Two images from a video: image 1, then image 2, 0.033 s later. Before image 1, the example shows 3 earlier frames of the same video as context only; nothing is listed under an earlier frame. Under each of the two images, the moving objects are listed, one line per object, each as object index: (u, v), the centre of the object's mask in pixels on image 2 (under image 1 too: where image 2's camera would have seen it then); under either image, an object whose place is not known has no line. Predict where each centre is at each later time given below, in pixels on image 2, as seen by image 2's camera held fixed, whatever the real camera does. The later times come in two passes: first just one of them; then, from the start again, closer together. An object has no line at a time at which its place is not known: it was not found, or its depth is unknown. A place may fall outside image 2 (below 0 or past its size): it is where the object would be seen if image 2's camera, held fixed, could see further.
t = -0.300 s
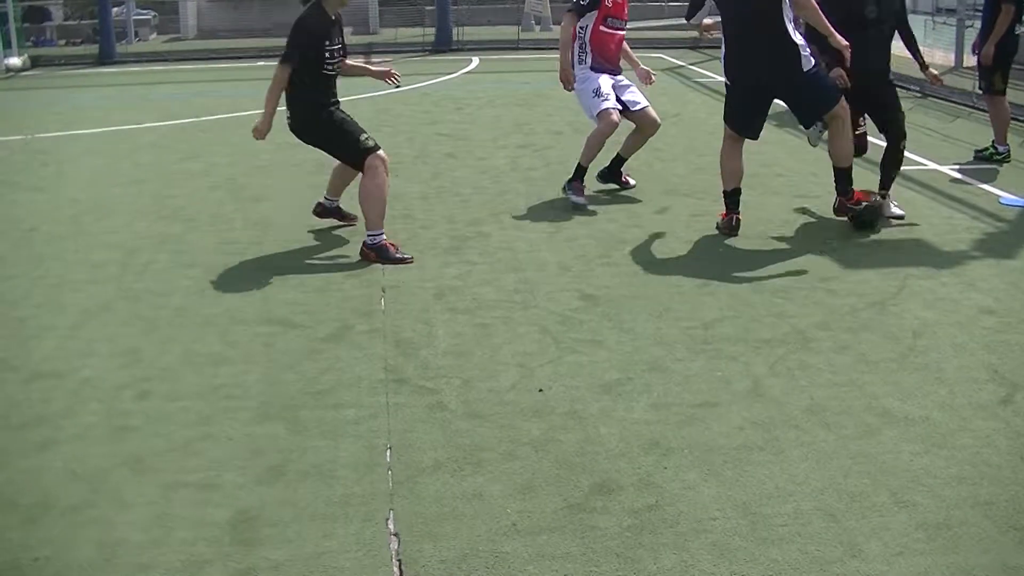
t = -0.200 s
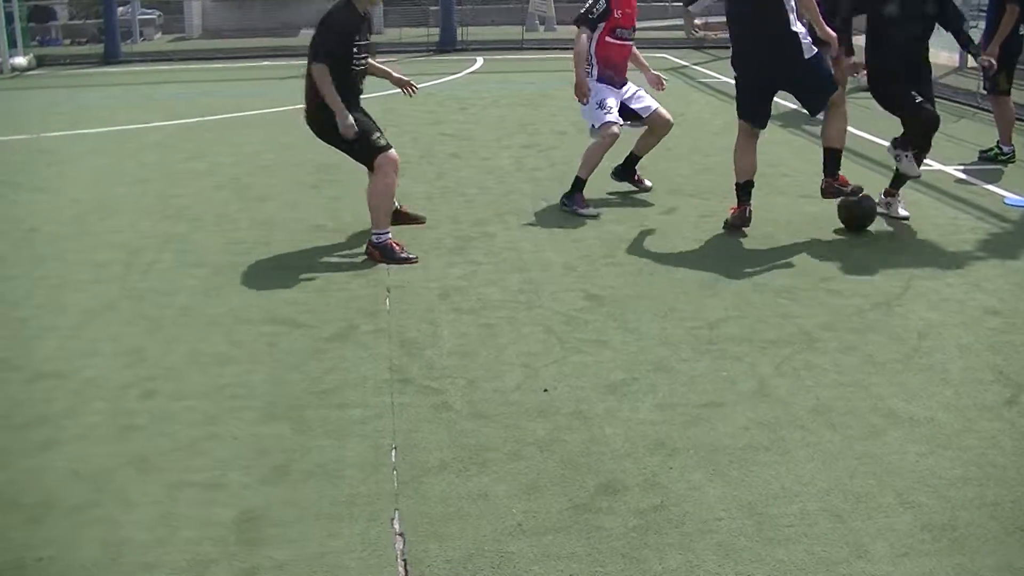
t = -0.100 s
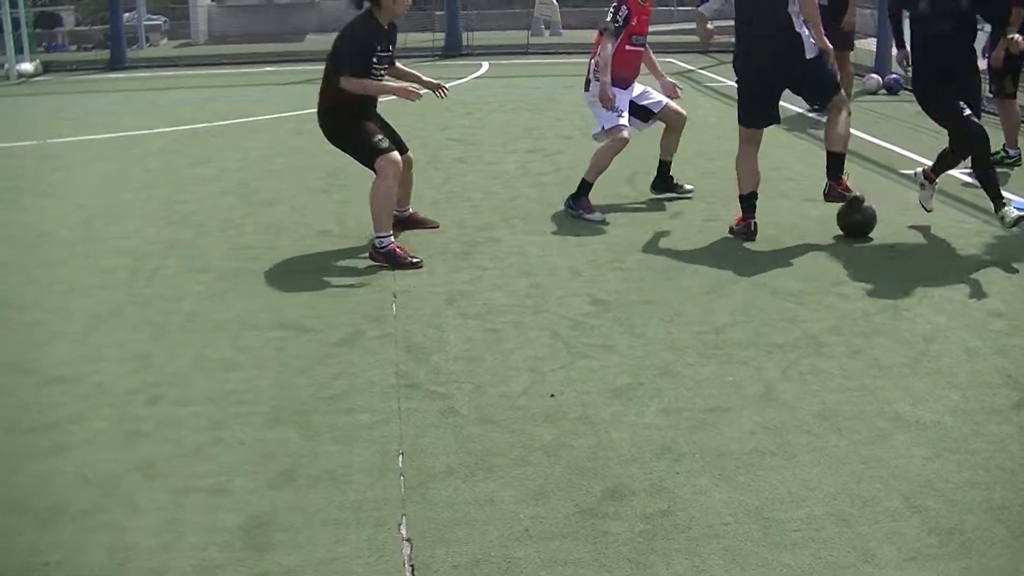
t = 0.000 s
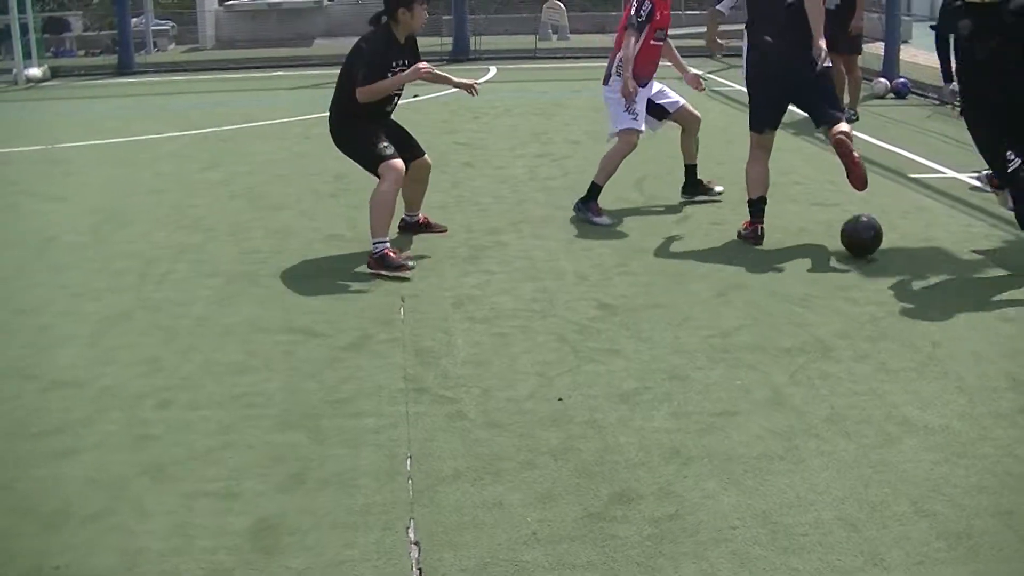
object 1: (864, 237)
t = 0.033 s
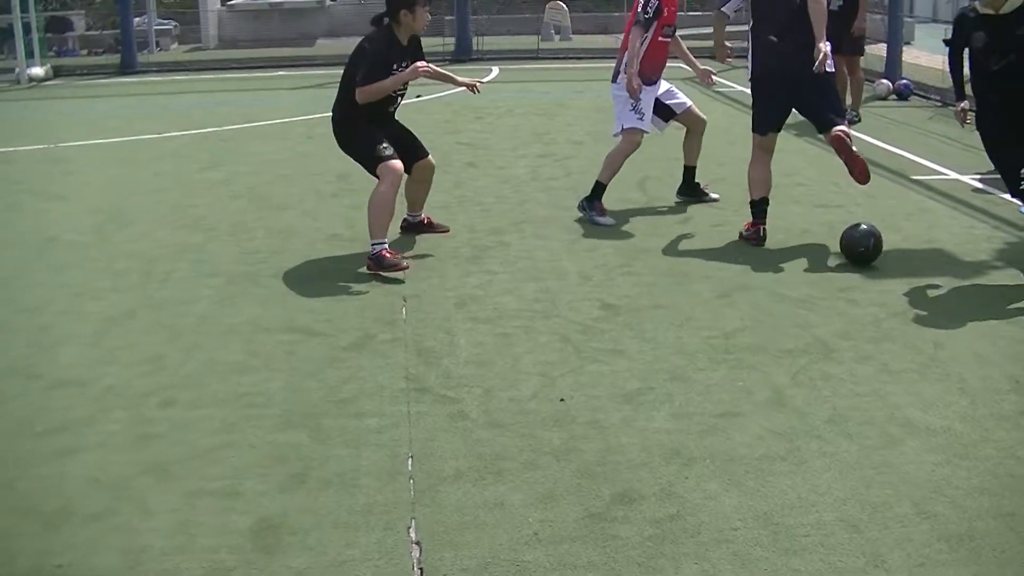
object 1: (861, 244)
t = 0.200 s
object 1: (848, 276)
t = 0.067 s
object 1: (859, 248)
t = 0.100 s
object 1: (856, 254)
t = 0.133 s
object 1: (853, 263)
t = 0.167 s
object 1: (851, 268)
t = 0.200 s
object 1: (848, 276)
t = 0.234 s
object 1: (845, 282)
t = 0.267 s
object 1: (842, 290)
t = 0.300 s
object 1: (841, 296)
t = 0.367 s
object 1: (833, 312)
